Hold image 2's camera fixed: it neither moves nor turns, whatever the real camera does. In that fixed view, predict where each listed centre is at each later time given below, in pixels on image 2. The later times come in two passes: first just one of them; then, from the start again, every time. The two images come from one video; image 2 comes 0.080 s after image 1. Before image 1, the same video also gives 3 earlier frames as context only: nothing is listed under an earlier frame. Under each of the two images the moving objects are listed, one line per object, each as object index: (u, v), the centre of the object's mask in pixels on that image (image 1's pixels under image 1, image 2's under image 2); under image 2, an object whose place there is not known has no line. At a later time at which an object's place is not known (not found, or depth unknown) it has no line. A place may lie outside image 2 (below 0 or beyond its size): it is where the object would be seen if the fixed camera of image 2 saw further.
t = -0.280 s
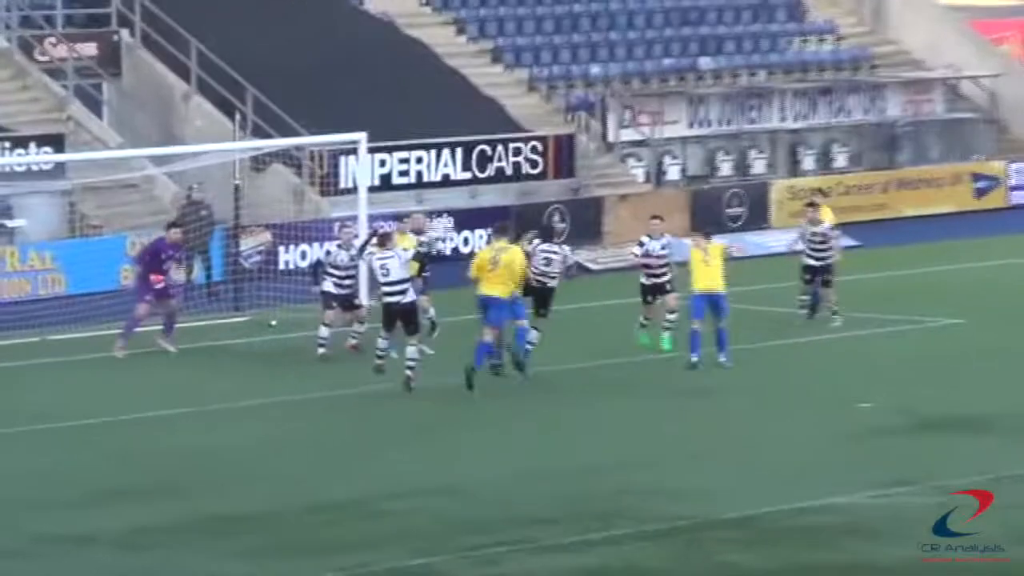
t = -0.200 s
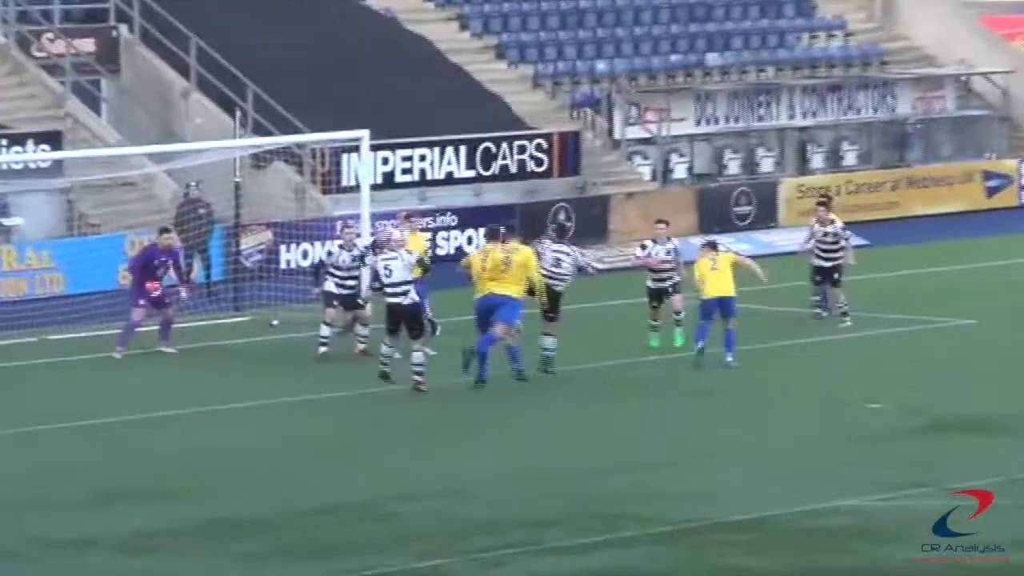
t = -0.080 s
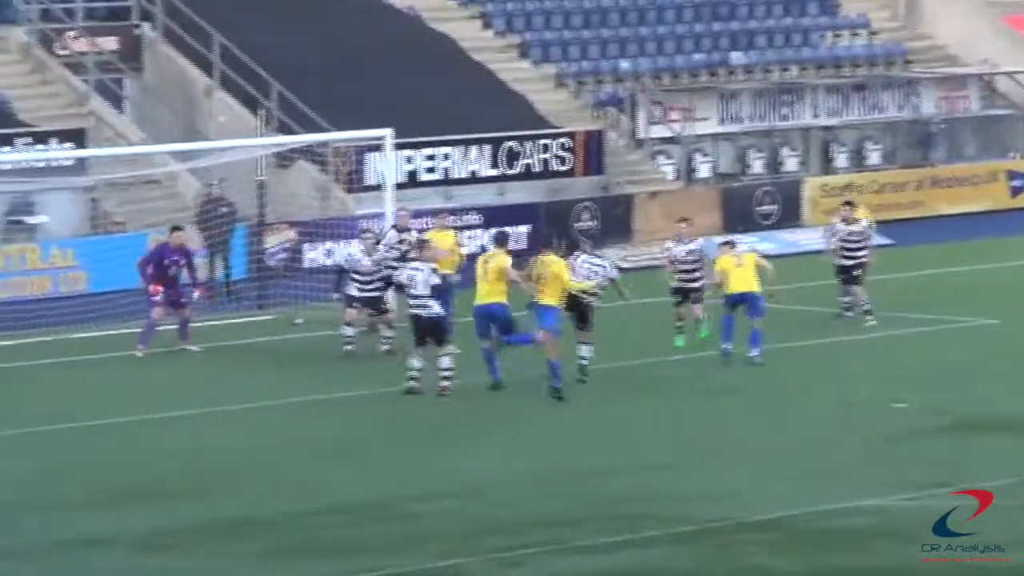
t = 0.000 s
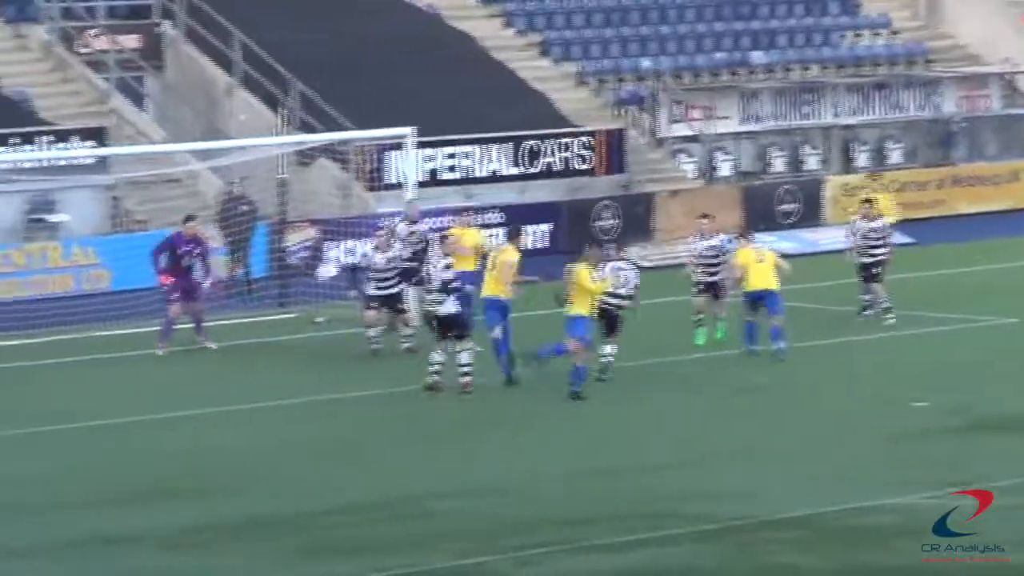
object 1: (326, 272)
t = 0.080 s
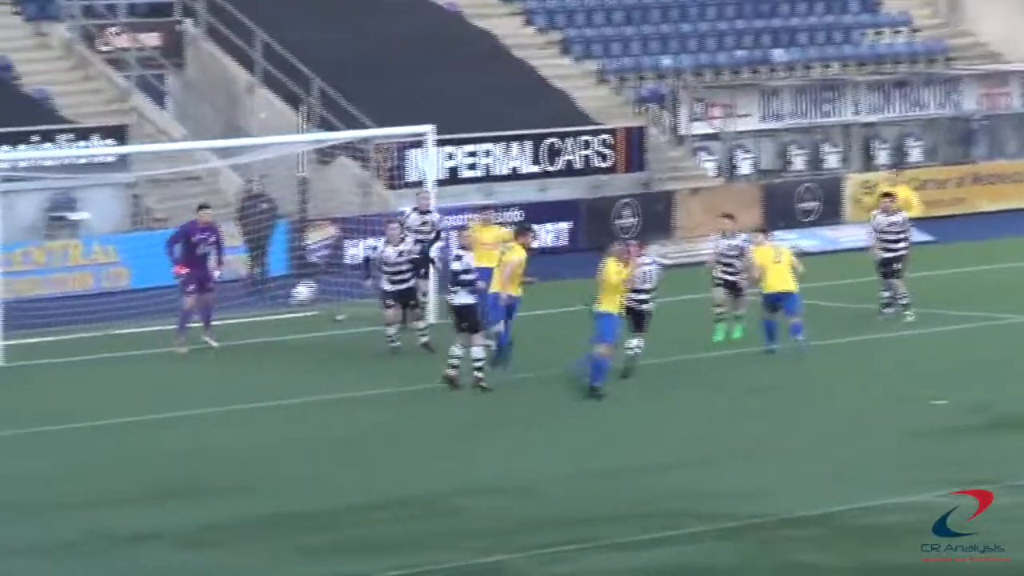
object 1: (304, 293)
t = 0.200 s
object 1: (241, 335)
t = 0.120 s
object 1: (283, 306)
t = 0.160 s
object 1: (262, 320)
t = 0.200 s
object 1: (241, 335)
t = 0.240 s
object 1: (221, 351)
